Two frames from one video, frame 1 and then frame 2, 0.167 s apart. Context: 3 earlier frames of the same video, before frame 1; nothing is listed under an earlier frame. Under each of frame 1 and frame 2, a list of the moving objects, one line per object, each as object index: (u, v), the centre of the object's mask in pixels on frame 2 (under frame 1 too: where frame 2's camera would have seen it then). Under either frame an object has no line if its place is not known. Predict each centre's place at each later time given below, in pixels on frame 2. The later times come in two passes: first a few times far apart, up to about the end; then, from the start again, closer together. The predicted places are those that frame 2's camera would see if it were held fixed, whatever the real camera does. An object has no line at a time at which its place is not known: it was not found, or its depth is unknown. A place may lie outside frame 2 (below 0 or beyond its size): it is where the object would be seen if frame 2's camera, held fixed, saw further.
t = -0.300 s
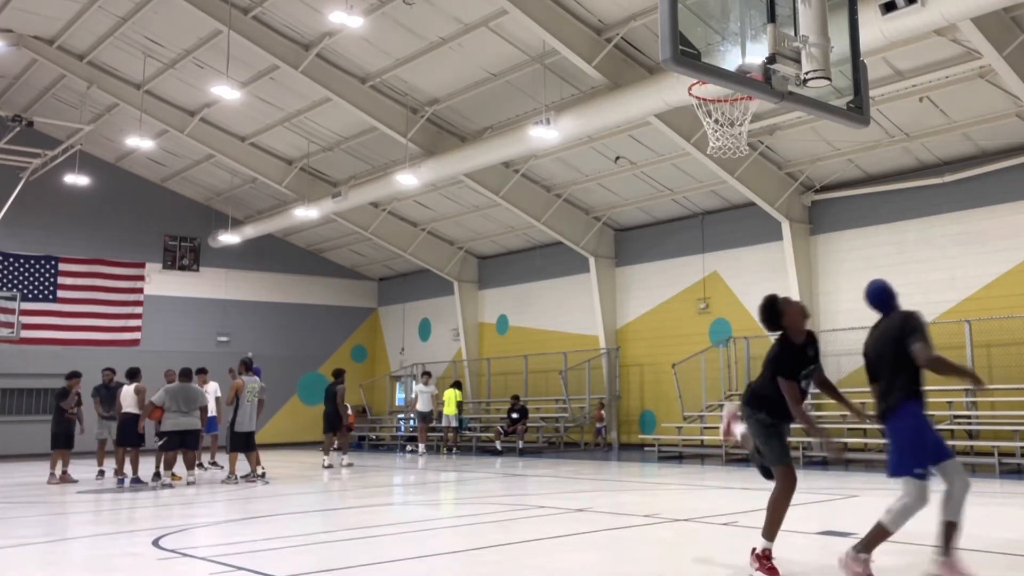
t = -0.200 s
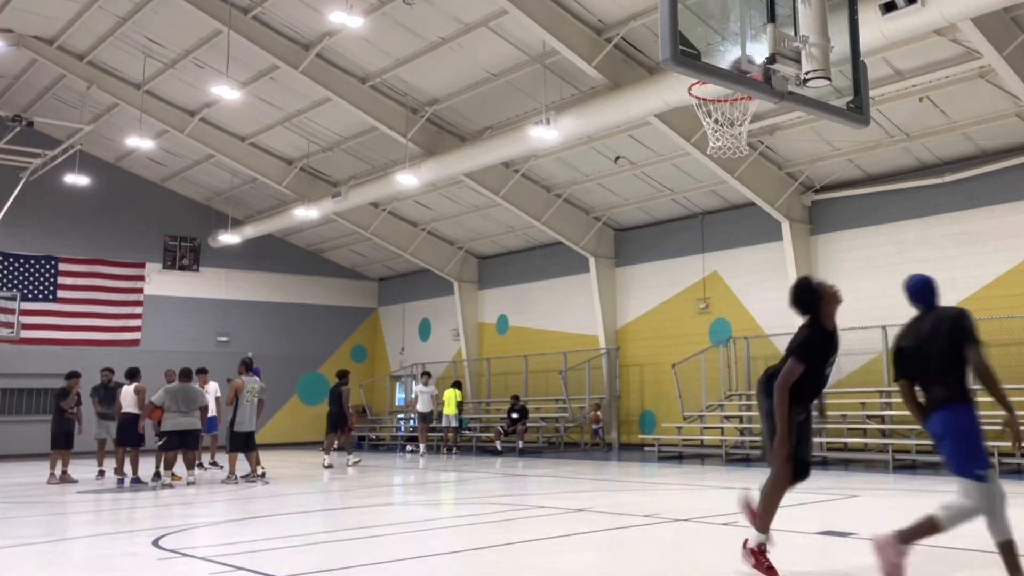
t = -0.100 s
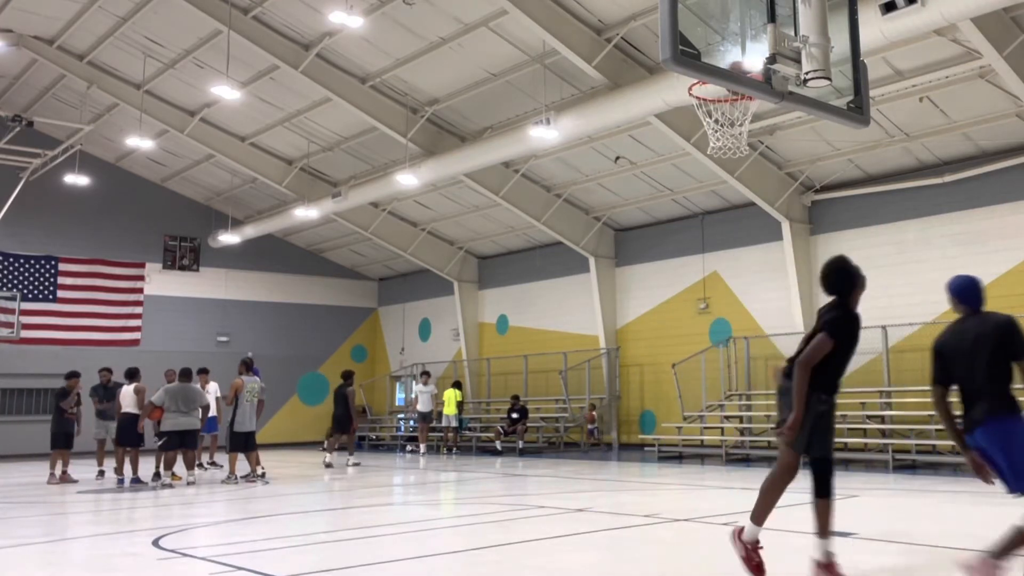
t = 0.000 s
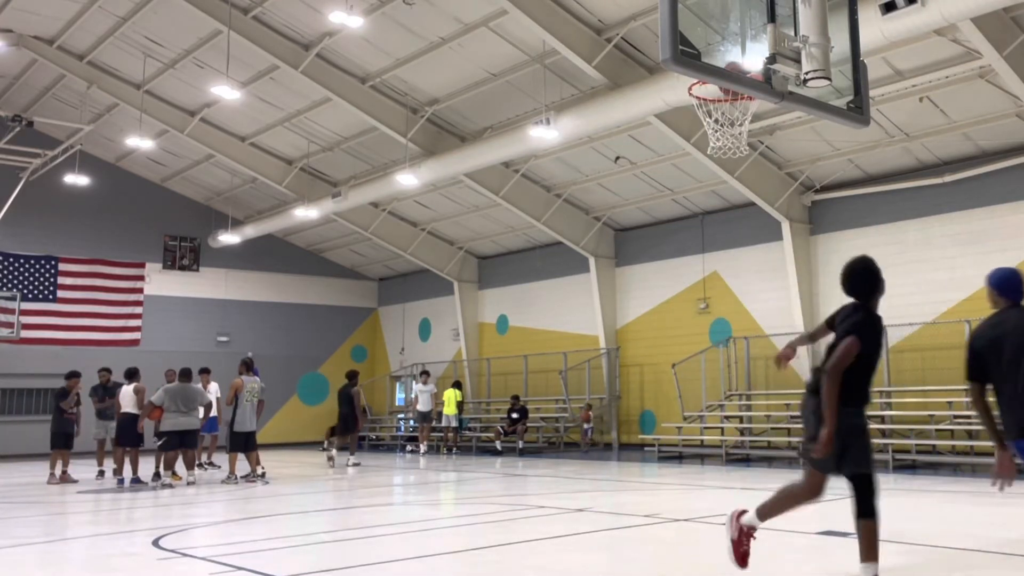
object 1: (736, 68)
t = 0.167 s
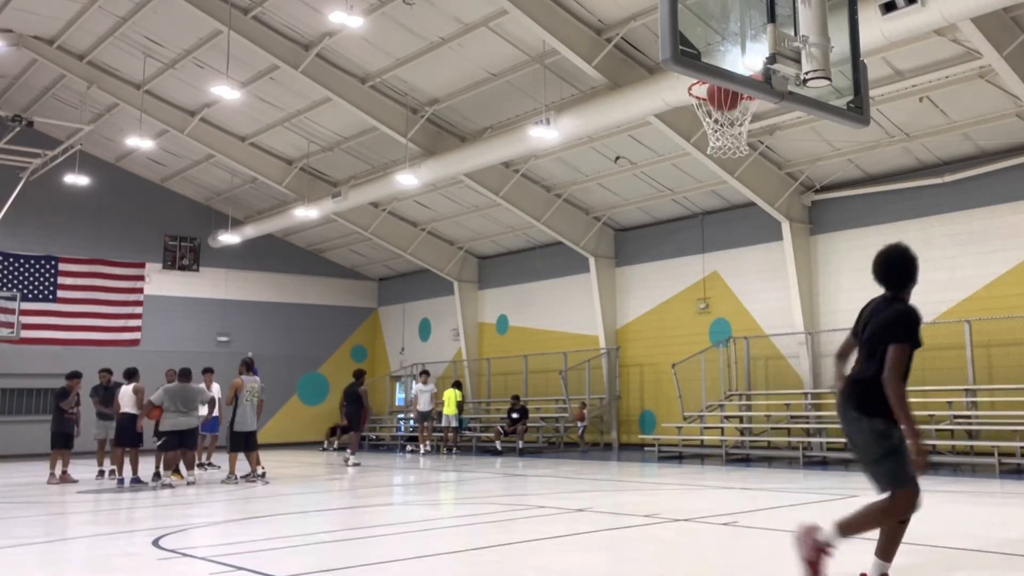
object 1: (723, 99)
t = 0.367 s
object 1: (716, 155)
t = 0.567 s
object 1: (714, 264)
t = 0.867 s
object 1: (715, 557)
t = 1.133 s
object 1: (704, 356)
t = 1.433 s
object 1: (696, 271)
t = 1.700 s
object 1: (691, 321)
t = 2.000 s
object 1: (691, 540)
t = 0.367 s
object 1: (716, 155)
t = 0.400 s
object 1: (715, 168)
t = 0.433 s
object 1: (715, 184)
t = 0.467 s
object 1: (715, 201)
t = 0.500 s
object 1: (714, 221)
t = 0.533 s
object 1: (714, 242)
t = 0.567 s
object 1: (714, 264)
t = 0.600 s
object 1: (714, 290)
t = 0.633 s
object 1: (713, 317)
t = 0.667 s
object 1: (714, 348)
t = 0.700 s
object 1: (714, 380)
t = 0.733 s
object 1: (714, 413)
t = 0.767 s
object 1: (714, 450)
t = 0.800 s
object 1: (715, 488)
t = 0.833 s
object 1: (715, 531)
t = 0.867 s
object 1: (715, 557)
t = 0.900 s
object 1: (714, 526)
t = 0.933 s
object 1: (712, 495)
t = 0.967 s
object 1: (710, 467)
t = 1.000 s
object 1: (709, 442)
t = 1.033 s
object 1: (708, 417)
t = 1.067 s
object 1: (706, 395)
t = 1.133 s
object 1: (704, 356)
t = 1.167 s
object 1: (703, 340)
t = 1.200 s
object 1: (702, 325)
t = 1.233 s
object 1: (701, 312)
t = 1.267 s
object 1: (700, 300)
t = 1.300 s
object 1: (699, 291)
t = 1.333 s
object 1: (698, 283)
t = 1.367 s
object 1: (697, 277)
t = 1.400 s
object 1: (697, 273)
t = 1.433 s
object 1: (696, 271)
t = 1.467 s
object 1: (695, 271)
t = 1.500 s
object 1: (694, 272)
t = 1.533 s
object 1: (694, 276)
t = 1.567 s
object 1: (693, 281)
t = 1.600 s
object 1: (693, 288)
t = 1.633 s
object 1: (692, 297)
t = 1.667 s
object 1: (692, 308)
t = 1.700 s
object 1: (691, 321)
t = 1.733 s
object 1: (691, 336)
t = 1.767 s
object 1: (691, 353)
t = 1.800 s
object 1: (691, 373)
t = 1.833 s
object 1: (690, 395)
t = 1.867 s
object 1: (690, 419)
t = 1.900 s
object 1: (691, 445)
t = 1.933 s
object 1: (691, 473)
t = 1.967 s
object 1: (691, 504)
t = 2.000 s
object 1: (691, 540)
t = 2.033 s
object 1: (691, 565)
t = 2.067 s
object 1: (690, 556)
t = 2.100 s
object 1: (688, 530)
